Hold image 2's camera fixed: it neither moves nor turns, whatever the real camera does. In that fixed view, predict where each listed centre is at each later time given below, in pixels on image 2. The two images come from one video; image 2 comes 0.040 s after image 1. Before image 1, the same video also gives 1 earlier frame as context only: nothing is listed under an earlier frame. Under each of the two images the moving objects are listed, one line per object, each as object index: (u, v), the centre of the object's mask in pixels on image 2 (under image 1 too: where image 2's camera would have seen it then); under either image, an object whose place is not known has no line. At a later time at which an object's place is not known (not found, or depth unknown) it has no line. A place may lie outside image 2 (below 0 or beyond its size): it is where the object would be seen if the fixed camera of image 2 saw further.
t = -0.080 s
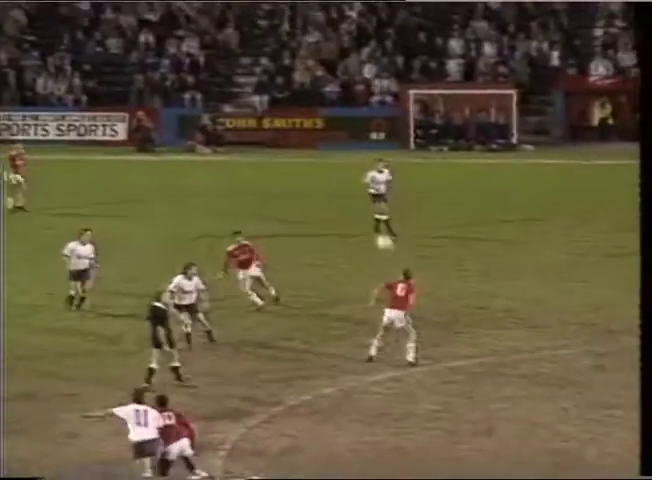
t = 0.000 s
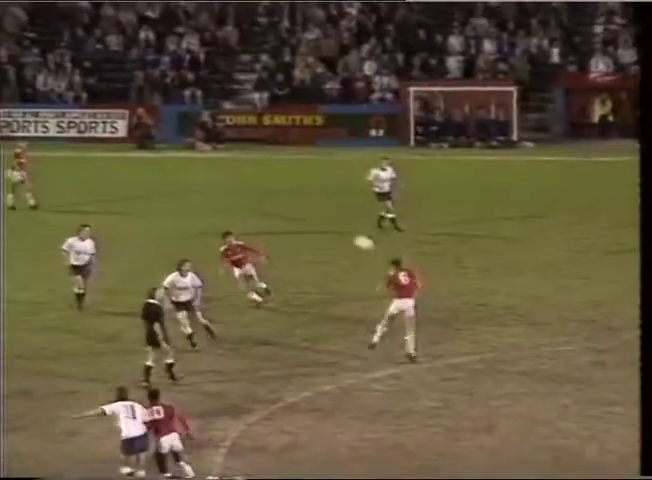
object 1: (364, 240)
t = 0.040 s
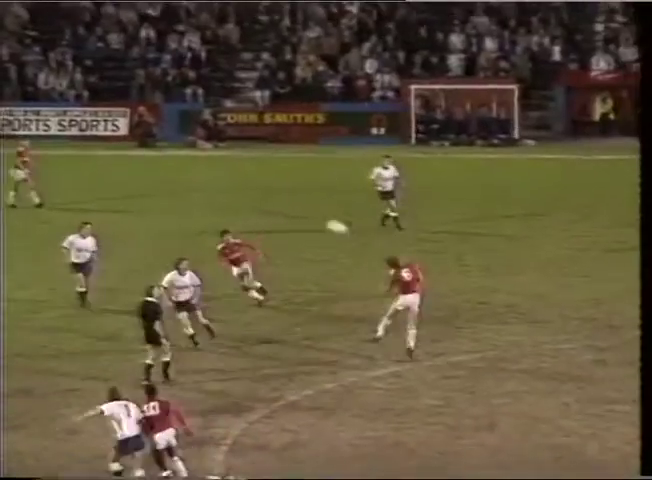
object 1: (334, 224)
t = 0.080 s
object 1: (307, 212)
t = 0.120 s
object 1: (280, 200)
